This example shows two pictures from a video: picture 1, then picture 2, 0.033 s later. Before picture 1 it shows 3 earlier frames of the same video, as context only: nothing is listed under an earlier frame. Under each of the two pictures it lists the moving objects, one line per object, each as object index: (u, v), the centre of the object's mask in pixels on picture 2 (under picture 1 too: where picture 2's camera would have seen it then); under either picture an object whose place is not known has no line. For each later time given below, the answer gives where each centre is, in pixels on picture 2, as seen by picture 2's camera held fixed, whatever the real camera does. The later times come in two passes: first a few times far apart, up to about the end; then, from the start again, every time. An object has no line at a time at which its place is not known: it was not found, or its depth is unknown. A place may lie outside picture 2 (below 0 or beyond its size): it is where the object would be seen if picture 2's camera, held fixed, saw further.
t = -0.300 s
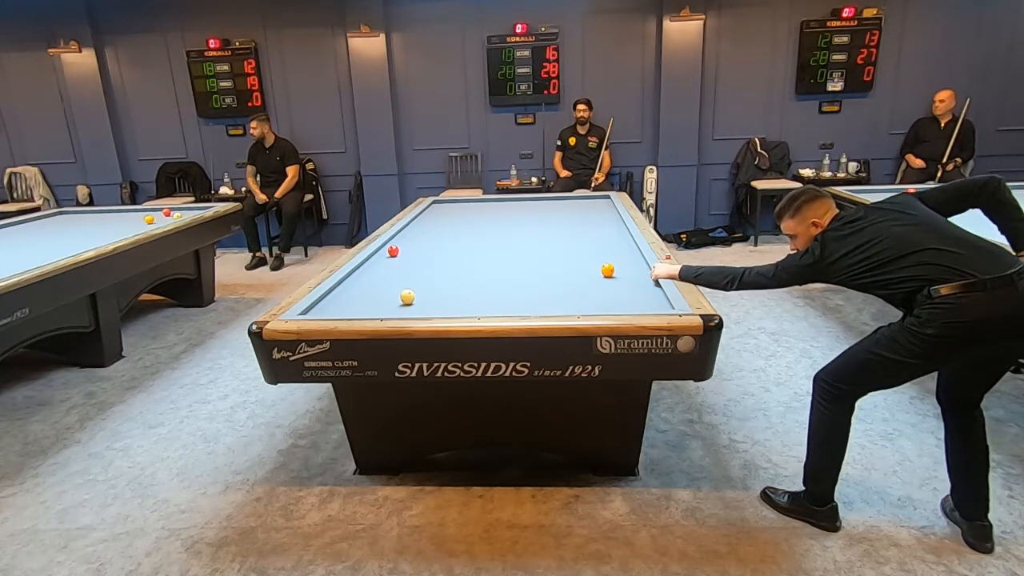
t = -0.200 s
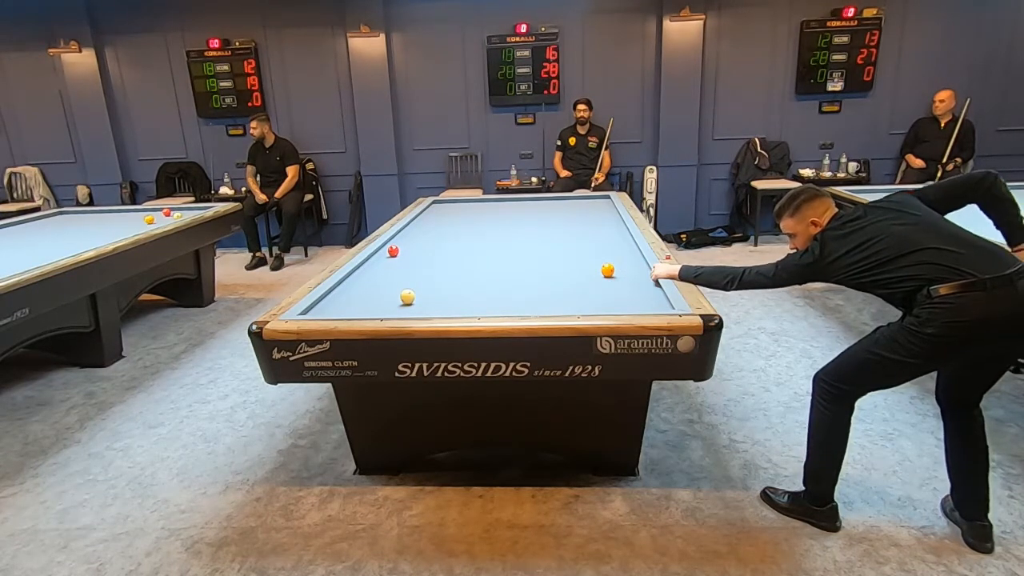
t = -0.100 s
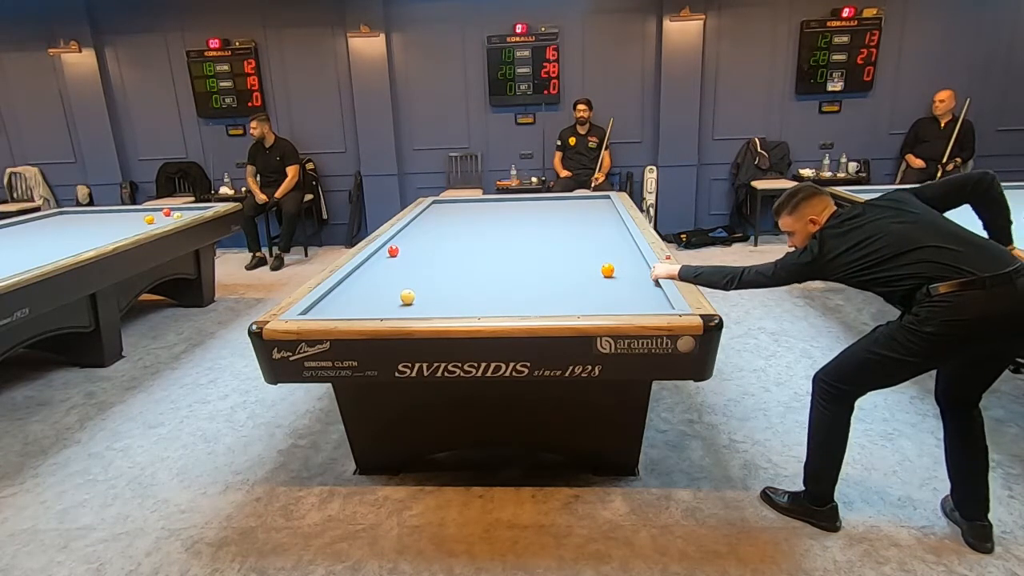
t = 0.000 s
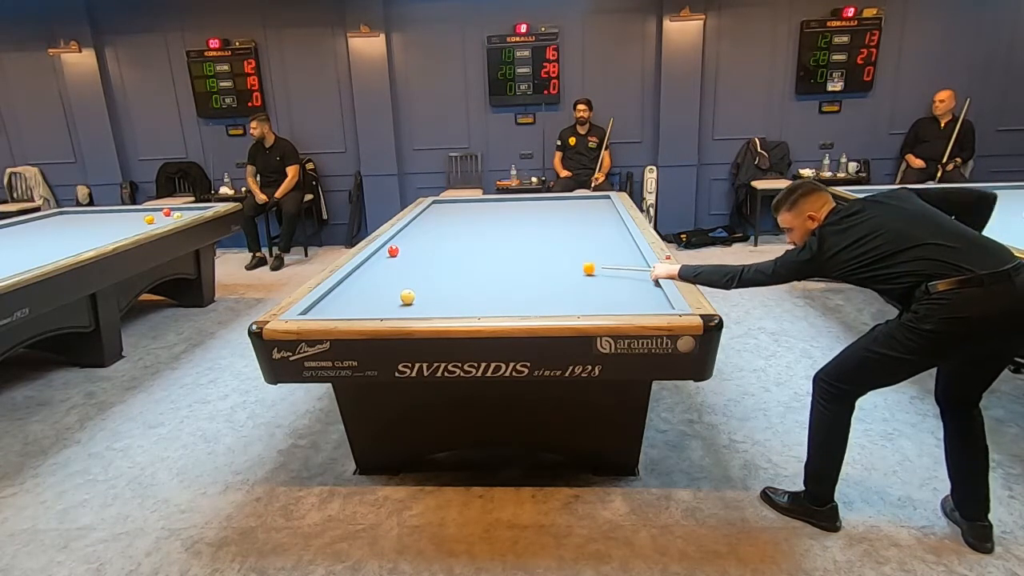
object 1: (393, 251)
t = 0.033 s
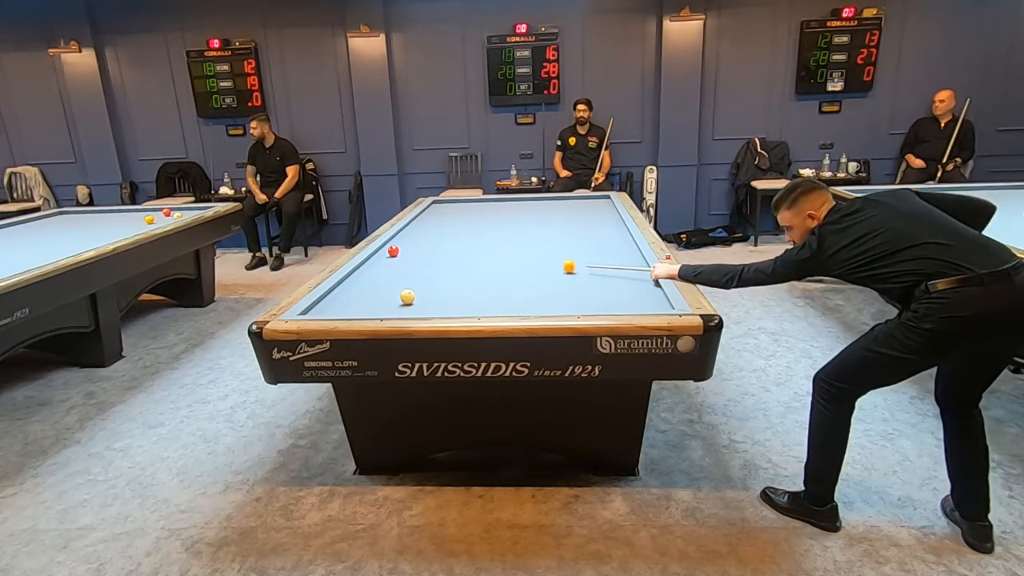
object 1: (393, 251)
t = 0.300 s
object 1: (393, 251)
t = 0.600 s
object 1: (399, 255)
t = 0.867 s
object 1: (437, 257)
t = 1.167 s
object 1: (481, 261)
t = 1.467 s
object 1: (527, 264)
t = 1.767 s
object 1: (575, 267)
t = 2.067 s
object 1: (624, 271)
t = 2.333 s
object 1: (632, 273)
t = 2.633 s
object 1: (607, 276)
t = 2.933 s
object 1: (582, 278)
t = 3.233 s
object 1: (558, 280)
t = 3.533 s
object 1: (535, 282)
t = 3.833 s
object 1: (513, 285)
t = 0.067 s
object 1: (393, 251)
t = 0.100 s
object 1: (393, 251)
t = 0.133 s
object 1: (393, 251)
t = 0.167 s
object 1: (393, 251)
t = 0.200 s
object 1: (393, 251)
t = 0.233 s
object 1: (393, 251)
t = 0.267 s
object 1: (393, 251)
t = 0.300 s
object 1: (393, 251)
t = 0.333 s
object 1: (393, 251)
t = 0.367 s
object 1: (392, 251)
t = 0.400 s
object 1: (392, 251)
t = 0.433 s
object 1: (383, 252)
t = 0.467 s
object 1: (376, 253)
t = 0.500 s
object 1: (382, 253)
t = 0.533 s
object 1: (389, 253)
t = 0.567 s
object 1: (394, 254)
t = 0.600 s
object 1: (399, 255)
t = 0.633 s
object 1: (404, 255)
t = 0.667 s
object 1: (409, 255)
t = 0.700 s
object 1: (414, 256)
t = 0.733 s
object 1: (418, 256)
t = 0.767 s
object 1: (423, 256)
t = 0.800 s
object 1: (428, 257)
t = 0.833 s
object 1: (432, 257)
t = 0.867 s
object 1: (437, 257)
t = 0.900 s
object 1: (442, 258)
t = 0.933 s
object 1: (447, 258)
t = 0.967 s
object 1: (452, 258)
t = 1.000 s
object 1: (457, 259)
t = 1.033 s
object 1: (462, 259)
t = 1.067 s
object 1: (466, 260)
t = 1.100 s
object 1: (471, 260)
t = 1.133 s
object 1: (476, 260)
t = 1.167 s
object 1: (481, 261)
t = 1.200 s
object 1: (486, 261)
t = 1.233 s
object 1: (492, 262)
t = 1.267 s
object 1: (496, 262)
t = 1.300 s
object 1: (501, 262)
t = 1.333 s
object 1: (507, 263)
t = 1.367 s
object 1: (512, 263)
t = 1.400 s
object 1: (517, 263)
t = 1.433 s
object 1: (522, 264)
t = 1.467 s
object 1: (527, 264)
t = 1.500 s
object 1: (532, 265)
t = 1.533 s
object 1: (537, 265)
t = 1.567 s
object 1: (543, 265)
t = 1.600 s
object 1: (548, 266)
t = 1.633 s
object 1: (553, 266)
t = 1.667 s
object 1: (558, 266)
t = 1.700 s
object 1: (564, 267)
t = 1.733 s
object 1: (569, 267)
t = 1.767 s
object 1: (575, 267)
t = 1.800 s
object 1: (580, 268)
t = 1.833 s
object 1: (586, 268)
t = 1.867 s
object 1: (591, 269)
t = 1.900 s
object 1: (597, 269)
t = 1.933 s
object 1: (602, 269)
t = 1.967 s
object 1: (608, 270)
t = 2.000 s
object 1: (613, 270)
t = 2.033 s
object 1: (619, 271)
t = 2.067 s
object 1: (624, 271)
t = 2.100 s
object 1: (630, 272)
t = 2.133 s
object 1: (636, 272)
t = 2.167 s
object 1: (642, 272)
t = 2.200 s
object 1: (646, 273)
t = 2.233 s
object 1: (642, 273)
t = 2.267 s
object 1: (638, 273)
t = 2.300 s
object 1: (635, 273)
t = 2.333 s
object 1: (632, 273)
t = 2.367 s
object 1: (629, 274)
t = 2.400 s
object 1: (626, 274)
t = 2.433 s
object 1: (623, 274)
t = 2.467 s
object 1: (621, 275)
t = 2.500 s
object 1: (618, 275)
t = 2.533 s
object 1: (615, 275)
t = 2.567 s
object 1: (613, 275)
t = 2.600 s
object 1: (609, 276)
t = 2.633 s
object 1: (607, 276)
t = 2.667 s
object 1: (604, 276)
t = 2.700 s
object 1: (601, 276)
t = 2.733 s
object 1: (598, 277)
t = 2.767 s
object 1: (596, 277)
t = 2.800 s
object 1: (593, 277)
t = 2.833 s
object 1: (590, 277)
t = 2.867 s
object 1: (588, 278)
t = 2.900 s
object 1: (585, 278)
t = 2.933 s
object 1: (582, 278)
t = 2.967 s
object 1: (579, 279)
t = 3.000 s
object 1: (577, 279)
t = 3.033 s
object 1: (574, 279)
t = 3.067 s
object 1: (571, 279)
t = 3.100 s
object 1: (569, 279)
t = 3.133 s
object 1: (566, 280)
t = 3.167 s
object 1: (563, 280)
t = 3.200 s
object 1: (561, 280)
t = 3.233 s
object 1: (558, 280)
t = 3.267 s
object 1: (556, 281)
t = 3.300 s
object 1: (553, 281)
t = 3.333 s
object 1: (550, 281)
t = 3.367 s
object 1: (548, 281)
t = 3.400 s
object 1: (545, 281)
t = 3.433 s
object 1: (543, 282)
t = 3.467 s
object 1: (540, 282)
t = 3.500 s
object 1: (538, 282)
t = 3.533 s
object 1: (535, 282)
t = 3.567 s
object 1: (533, 283)
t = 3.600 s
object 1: (530, 283)
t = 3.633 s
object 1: (527, 283)
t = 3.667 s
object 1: (525, 283)
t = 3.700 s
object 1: (522, 284)
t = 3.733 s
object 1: (520, 284)
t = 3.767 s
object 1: (518, 284)
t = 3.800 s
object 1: (515, 284)
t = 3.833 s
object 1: (513, 285)
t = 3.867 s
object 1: (510, 285)
